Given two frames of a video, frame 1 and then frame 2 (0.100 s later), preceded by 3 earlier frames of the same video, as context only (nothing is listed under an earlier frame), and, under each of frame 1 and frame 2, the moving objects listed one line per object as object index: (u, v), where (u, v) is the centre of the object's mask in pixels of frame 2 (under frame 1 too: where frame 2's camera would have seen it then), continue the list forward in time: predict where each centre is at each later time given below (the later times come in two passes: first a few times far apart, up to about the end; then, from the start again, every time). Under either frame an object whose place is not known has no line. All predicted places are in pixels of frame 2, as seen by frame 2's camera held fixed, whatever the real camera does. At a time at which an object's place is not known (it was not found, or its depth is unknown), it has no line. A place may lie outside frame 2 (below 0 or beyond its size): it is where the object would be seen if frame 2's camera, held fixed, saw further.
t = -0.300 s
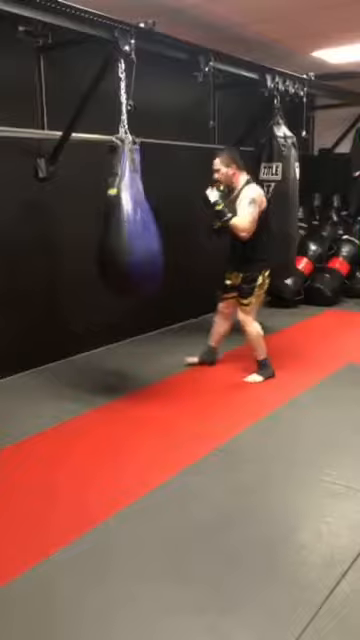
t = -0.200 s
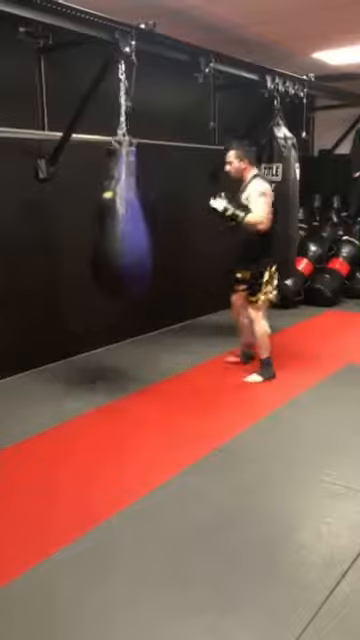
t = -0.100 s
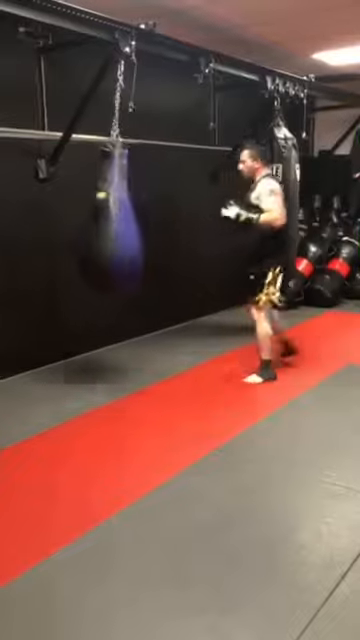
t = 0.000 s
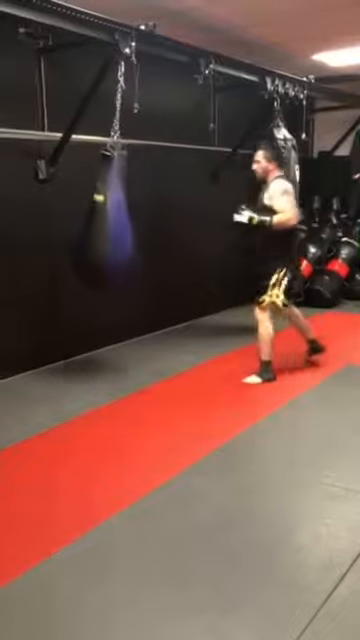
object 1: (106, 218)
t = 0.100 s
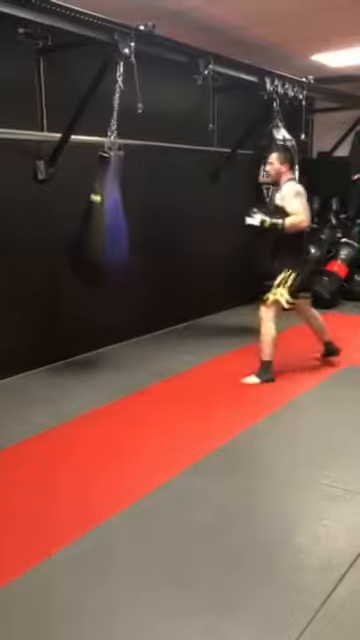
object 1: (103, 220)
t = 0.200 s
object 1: (103, 206)
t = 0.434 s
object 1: (103, 214)
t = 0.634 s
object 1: (113, 211)
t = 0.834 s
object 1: (128, 220)
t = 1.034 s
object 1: (142, 223)
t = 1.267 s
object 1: (153, 221)
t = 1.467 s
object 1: (156, 218)
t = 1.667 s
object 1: (150, 217)
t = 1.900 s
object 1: (132, 221)
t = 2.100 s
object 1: (117, 223)
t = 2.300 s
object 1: (107, 219)
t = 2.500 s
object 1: (104, 215)
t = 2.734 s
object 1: (108, 210)
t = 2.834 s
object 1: (112, 210)
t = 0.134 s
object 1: (102, 219)
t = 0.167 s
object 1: (102, 214)
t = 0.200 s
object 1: (103, 206)
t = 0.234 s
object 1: (101, 213)
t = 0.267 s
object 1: (101, 206)
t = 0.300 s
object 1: (102, 206)
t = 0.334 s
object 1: (101, 214)
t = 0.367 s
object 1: (102, 205)
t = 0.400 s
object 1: (103, 205)
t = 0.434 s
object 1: (103, 214)
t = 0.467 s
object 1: (105, 208)
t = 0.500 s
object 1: (106, 209)
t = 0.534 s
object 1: (107, 209)
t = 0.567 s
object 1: (109, 209)
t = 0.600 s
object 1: (111, 210)
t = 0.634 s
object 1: (113, 211)
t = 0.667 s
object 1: (114, 210)
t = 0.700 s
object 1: (116, 211)
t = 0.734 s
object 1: (119, 218)
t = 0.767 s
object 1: (121, 219)
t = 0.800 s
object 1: (124, 219)
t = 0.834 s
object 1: (128, 220)
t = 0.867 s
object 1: (130, 220)
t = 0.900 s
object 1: (132, 222)
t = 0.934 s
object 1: (135, 223)
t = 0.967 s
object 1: (138, 223)
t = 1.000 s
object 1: (140, 223)
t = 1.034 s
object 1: (142, 223)
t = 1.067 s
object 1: (144, 223)
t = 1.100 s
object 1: (146, 223)
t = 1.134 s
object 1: (148, 222)
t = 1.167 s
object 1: (149, 223)
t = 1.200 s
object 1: (151, 222)
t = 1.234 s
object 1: (152, 222)
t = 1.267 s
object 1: (153, 221)
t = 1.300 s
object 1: (154, 220)
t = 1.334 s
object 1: (155, 219)
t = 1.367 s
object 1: (156, 219)
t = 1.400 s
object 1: (157, 218)
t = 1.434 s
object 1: (156, 218)
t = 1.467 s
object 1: (156, 218)
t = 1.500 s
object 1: (156, 218)
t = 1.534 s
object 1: (155, 218)
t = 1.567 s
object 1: (154, 218)
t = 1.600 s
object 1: (153, 218)
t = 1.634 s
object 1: (151, 217)
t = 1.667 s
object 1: (150, 217)
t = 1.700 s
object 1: (147, 217)
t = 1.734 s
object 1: (145, 218)
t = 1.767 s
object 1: (143, 218)
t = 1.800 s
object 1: (140, 218)
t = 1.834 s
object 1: (137, 218)
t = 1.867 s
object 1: (135, 220)
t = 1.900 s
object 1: (132, 221)
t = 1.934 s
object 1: (129, 221)
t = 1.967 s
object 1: (127, 223)
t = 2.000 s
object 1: (124, 223)
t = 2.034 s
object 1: (122, 224)
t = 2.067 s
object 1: (119, 223)
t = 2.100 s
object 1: (117, 223)
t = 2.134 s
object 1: (116, 223)
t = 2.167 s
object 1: (113, 223)
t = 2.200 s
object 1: (111, 220)
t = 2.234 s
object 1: (109, 218)
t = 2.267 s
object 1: (108, 219)
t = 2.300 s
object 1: (107, 219)
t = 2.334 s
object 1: (105, 217)
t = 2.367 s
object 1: (104, 217)
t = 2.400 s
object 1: (104, 216)
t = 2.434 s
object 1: (104, 215)
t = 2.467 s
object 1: (104, 215)
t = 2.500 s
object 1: (104, 215)
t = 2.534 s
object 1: (104, 214)
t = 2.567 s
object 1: (104, 213)
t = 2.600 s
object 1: (105, 213)
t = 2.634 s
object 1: (105, 212)
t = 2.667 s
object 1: (106, 211)
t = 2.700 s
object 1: (107, 211)
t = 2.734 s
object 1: (108, 210)
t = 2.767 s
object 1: (109, 210)
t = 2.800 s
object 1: (110, 210)
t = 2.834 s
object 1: (112, 210)
